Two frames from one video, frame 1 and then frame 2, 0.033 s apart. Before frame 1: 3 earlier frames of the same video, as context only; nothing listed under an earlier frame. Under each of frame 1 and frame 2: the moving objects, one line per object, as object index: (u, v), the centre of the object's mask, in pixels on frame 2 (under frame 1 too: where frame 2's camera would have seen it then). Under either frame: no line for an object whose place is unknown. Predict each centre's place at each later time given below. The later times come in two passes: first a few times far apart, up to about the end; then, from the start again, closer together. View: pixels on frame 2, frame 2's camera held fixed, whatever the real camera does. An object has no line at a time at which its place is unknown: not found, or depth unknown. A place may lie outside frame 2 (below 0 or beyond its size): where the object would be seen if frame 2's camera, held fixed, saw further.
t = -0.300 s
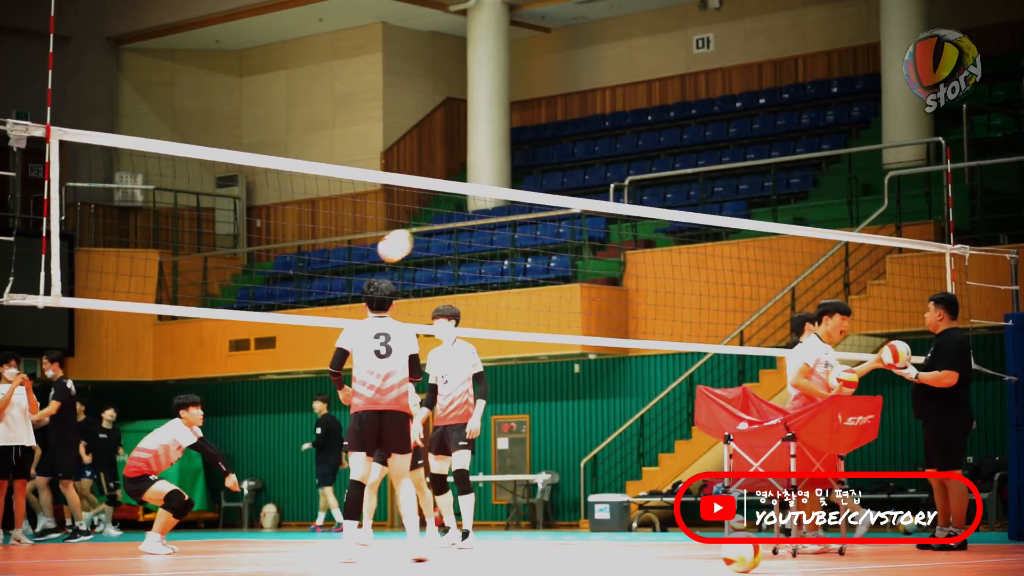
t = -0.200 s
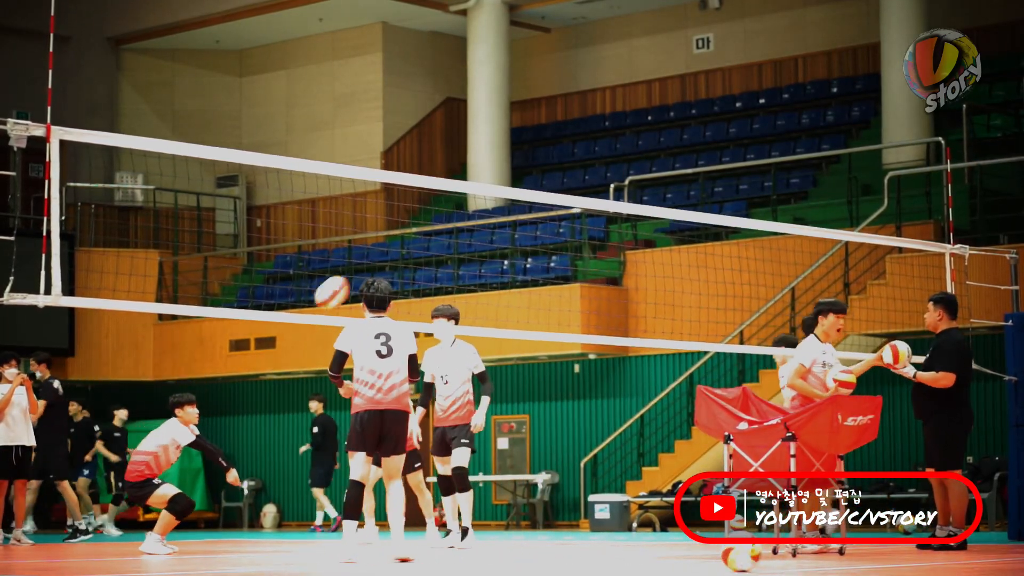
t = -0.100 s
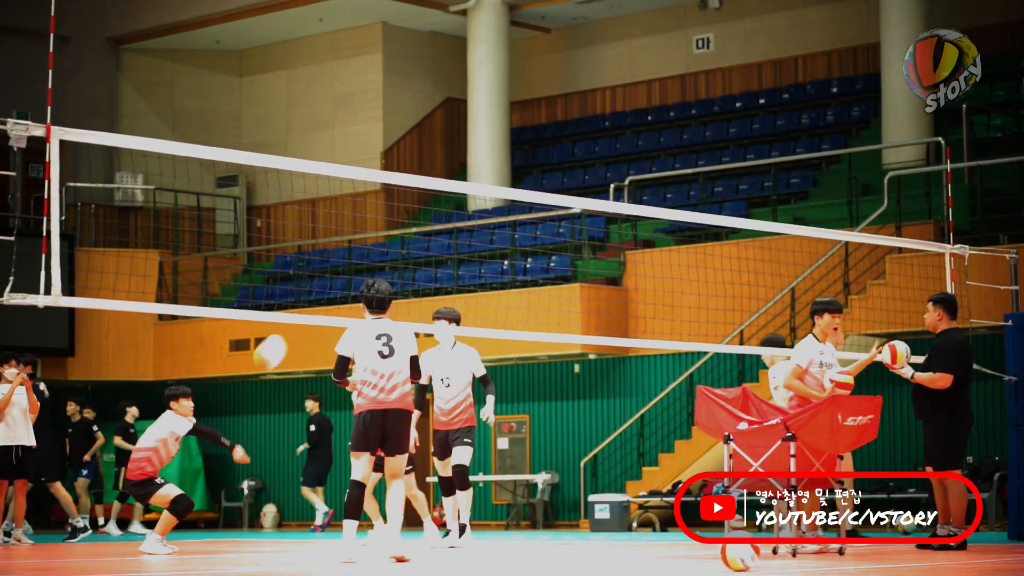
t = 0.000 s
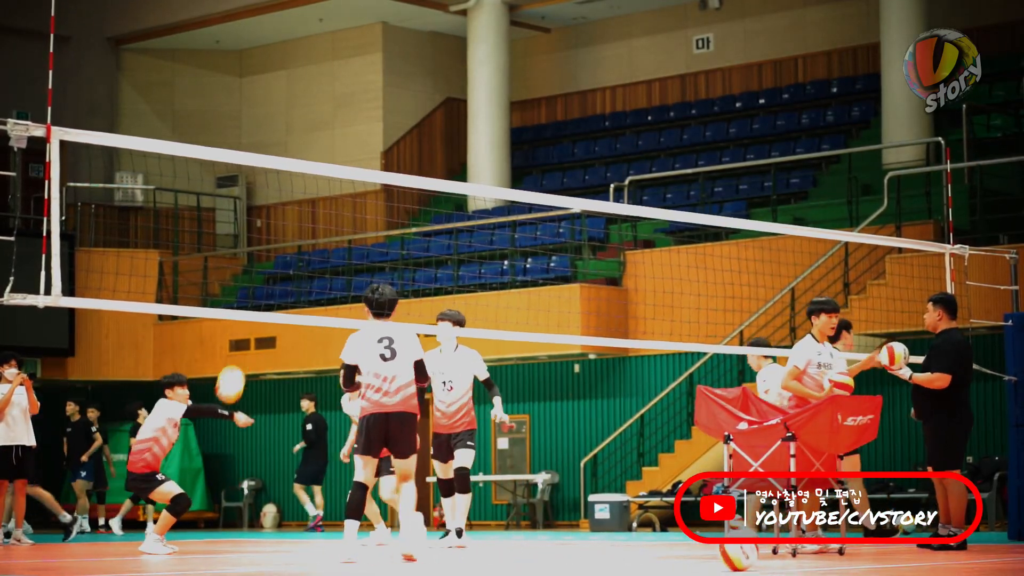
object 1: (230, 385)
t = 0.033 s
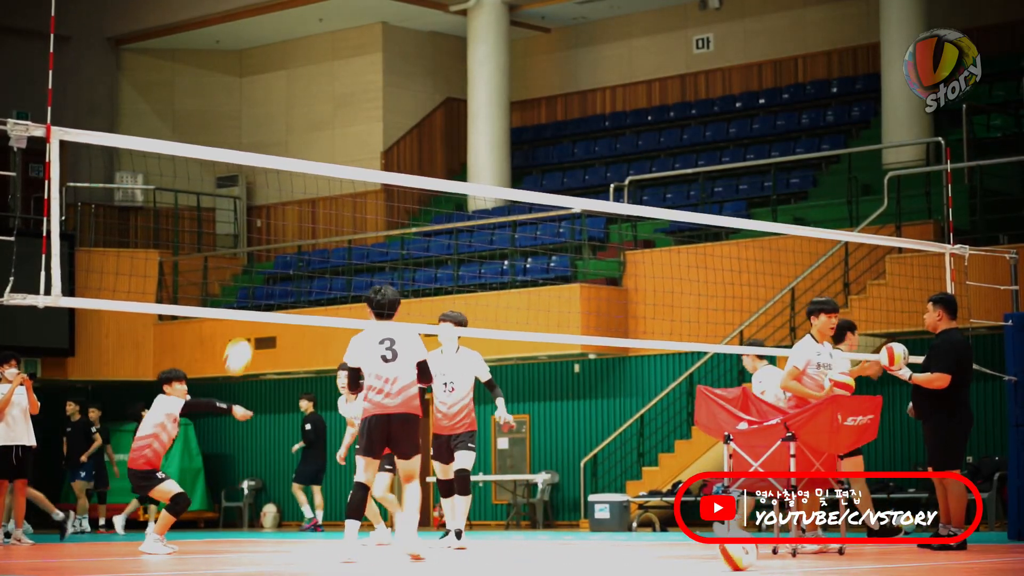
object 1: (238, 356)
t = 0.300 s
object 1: (299, 186)
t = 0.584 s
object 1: (367, 98)
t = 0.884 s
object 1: (442, 120)
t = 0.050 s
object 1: (241, 343)
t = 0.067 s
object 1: (244, 334)
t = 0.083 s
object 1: (249, 317)
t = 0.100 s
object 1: (254, 300)
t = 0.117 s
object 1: (257, 293)
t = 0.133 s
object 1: (260, 282)
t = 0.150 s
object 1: (264, 271)
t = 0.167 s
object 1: (267, 260)
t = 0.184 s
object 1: (271, 249)
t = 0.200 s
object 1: (275, 239)
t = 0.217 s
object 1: (279, 229)
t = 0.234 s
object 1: (283, 219)
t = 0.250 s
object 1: (287, 210)
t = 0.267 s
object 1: (291, 202)
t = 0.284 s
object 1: (295, 193)
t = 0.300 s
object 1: (299, 186)
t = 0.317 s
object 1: (302, 181)
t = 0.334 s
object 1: (306, 170)
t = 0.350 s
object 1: (311, 160)
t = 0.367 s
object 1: (315, 151)
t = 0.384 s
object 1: (319, 148)
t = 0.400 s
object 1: (323, 143)
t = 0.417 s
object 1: (327, 137)
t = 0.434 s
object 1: (331, 132)
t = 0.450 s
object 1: (335, 127)
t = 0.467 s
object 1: (339, 122)
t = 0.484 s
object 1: (343, 118)
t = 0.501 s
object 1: (347, 114)
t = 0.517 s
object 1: (351, 110)
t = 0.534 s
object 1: (355, 106)
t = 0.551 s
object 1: (359, 103)
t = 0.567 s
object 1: (363, 101)
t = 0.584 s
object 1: (367, 98)
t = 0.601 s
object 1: (371, 97)
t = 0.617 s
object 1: (375, 95)
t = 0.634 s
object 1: (379, 94)
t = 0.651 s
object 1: (383, 93)
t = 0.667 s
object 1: (387, 92)
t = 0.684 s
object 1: (392, 92)
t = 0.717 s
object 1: (400, 93)
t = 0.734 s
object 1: (404, 94)
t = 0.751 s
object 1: (408, 95)
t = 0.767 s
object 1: (412, 97)
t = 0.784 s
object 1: (416, 99)
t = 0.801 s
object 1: (421, 101)
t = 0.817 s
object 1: (425, 104)
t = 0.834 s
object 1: (429, 107)
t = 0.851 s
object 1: (433, 111)
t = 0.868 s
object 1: (438, 115)
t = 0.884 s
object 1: (442, 120)
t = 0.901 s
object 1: (446, 125)
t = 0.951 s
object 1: (458, 141)
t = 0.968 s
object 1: (462, 148)
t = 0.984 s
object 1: (467, 155)
